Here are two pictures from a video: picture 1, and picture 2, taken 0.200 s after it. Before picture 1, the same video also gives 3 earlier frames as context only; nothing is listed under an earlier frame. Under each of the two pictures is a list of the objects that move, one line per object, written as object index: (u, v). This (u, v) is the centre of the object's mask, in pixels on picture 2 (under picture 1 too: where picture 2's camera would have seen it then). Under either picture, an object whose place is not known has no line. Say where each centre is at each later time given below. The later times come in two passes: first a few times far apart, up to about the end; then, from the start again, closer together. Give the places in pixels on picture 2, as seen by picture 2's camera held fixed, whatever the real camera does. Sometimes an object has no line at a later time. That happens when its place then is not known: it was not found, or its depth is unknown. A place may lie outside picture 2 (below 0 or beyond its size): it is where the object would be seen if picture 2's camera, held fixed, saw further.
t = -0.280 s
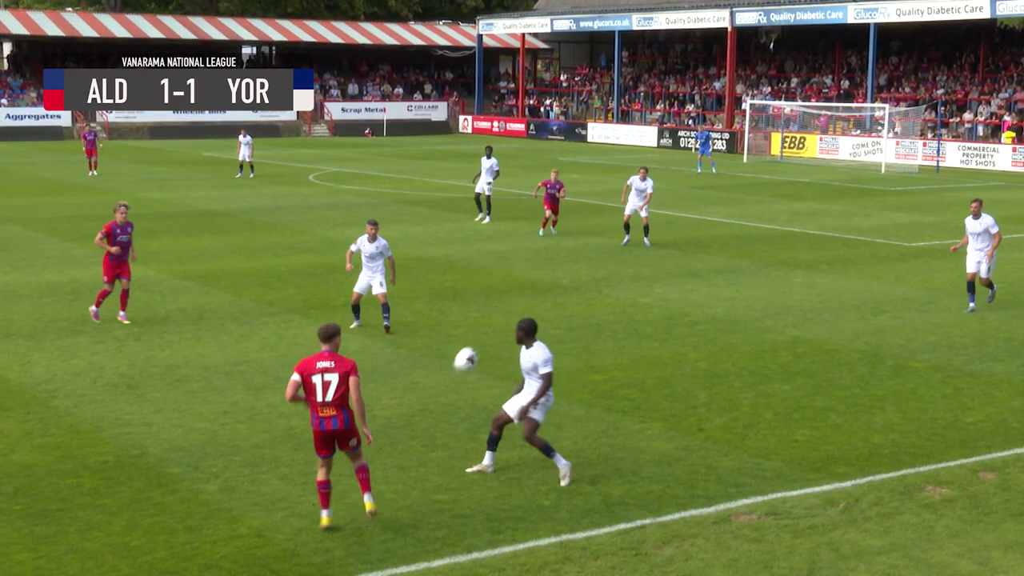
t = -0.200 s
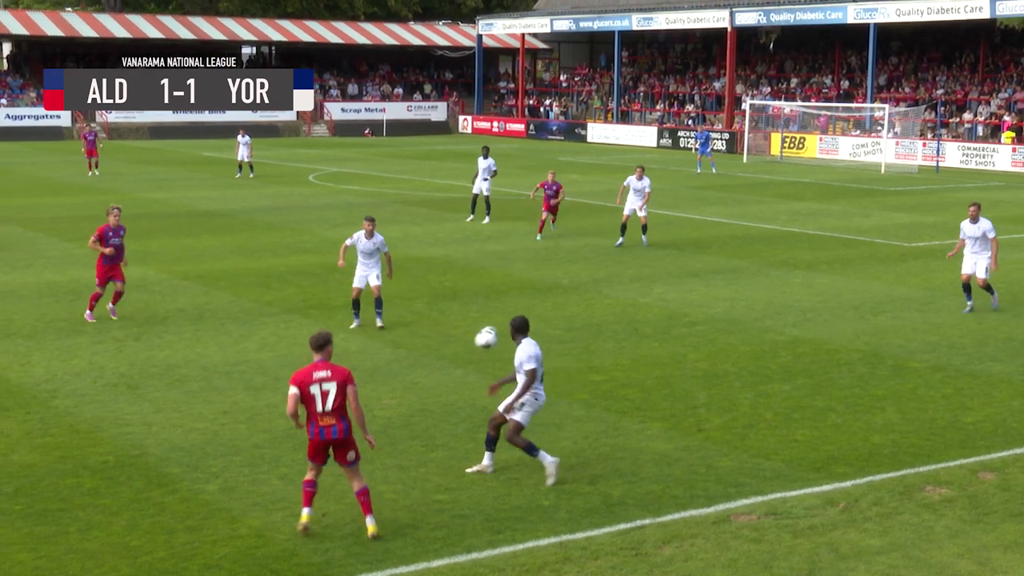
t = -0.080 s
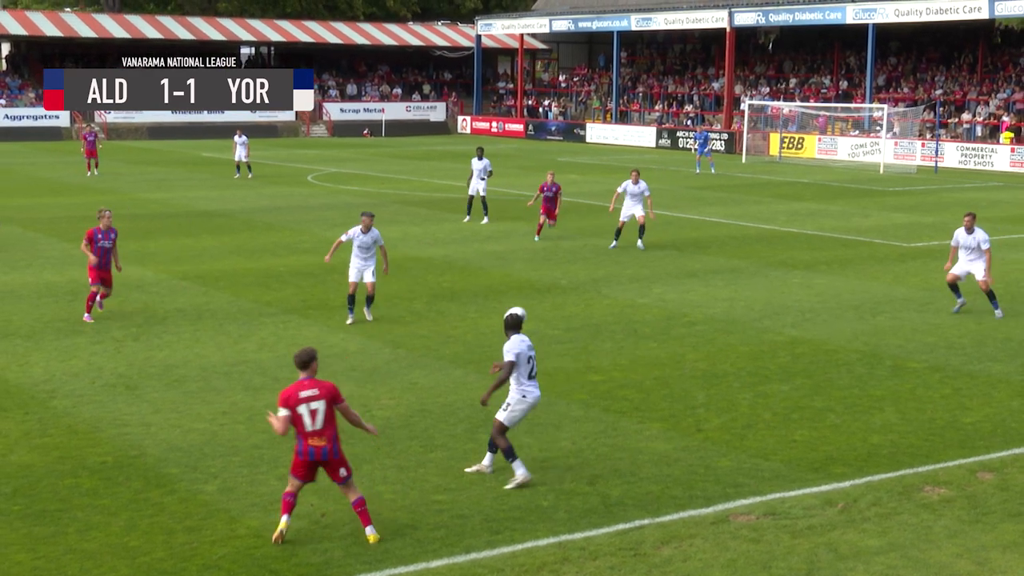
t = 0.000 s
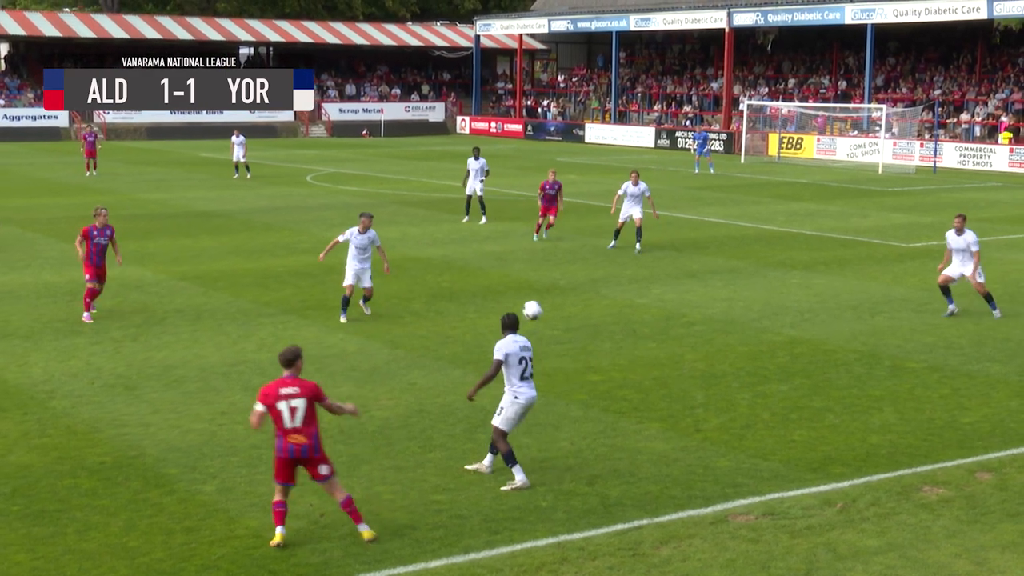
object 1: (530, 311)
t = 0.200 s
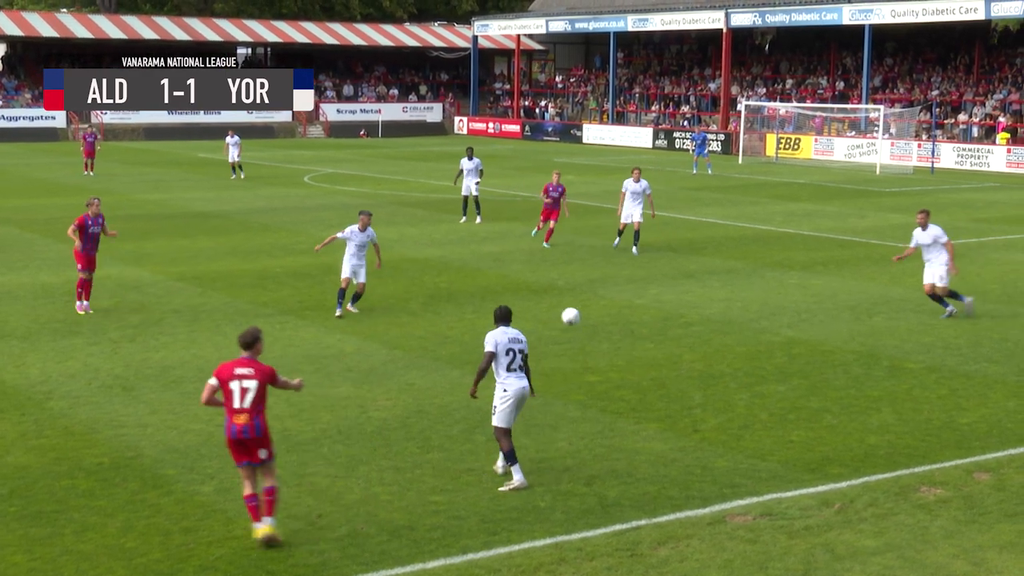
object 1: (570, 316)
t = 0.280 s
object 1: (585, 326)
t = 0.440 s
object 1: (614, 354)
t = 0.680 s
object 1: (641, 316)
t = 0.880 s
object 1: (662, 317)
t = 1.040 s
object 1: (677, 335)
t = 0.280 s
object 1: (585, 326)
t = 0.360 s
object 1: (600, 339)
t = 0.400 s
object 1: (607, 348)
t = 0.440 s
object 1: (614, 354)
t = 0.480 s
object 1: (618, 345)
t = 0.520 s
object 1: (623, 337)
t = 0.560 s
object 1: (628, 330)
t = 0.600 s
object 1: (632, 324)
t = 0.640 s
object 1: (637, 320)
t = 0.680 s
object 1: (641, 316)
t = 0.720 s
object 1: (646, 314)
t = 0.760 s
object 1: (650, 313)
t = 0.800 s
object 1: (654, 313)
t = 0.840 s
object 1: (658, 314)
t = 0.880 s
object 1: (662, 317)
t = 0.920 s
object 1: (666, 320)
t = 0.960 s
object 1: (669, 324)
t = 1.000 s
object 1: (673, 330)
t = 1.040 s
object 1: (677, 335)
